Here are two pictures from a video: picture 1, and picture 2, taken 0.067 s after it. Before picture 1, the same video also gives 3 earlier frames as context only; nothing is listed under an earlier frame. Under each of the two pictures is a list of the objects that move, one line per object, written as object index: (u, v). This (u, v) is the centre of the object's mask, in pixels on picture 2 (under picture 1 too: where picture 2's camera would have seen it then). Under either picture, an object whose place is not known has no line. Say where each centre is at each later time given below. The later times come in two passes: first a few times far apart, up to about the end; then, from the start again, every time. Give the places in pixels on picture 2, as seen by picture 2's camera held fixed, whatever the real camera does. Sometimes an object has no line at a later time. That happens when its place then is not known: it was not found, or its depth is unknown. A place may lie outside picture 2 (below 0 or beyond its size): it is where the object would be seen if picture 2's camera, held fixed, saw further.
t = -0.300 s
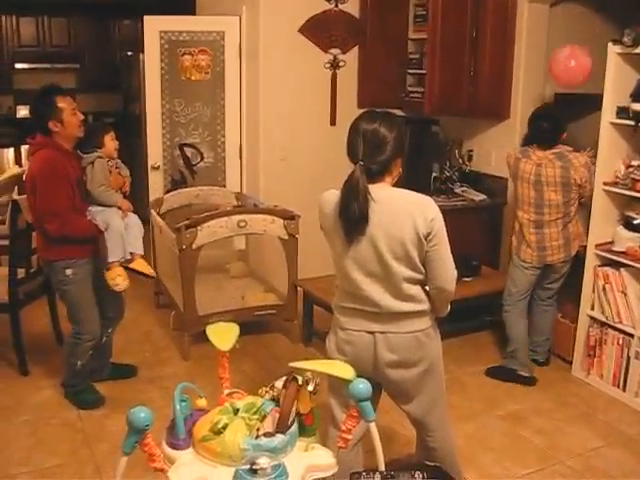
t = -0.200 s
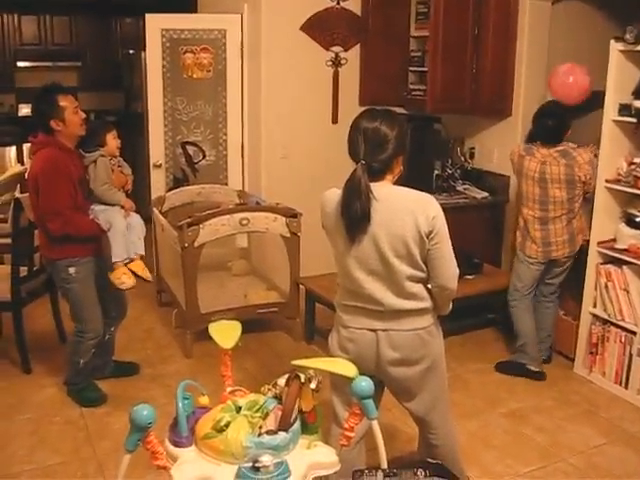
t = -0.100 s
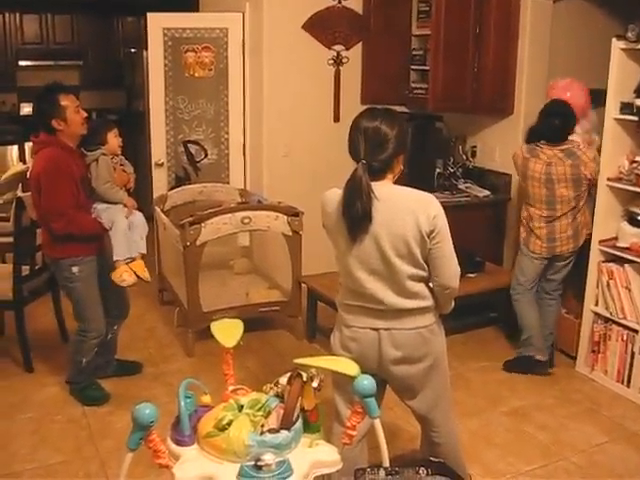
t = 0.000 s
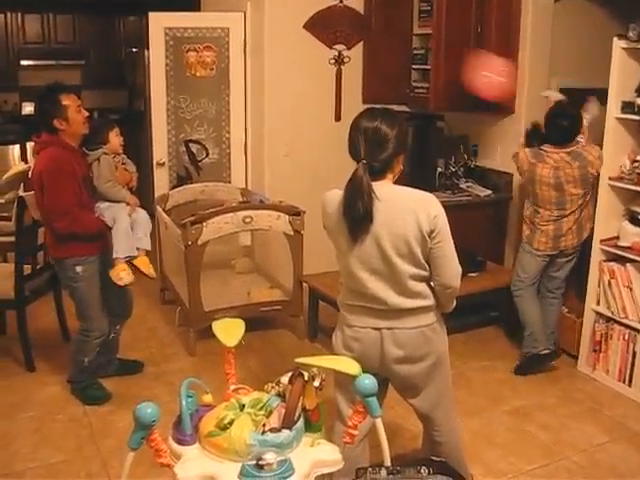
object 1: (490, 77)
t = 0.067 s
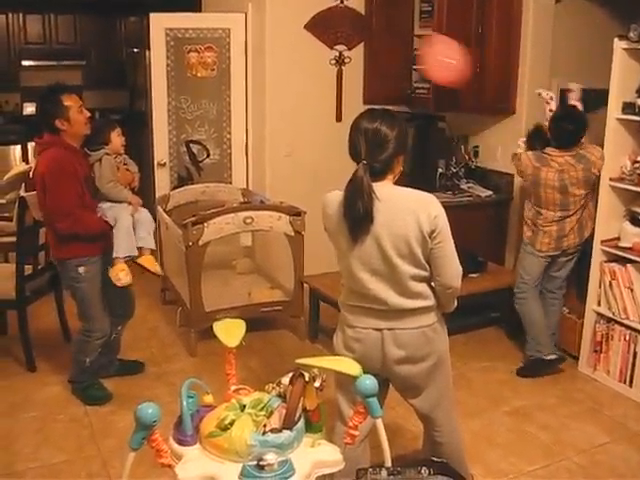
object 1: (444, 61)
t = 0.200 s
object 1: (387, 41)
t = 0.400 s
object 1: (354, 32)
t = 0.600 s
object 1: (330, 35)
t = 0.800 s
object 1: (311, 53)
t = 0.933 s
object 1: (302, 69)
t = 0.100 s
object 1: (424, 53)
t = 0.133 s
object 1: (407, 48)
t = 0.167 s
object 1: (396, 44)
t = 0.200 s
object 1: (387, 41)
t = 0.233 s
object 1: (380, 38)
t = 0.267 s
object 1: (374, 36)
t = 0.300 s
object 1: (368, 35)
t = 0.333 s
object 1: (363, 33)
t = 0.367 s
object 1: (358, 32)
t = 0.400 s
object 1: (354, 32)
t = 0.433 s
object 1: (349, 31)
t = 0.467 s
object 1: (345, 31)
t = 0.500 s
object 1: (341, 31)
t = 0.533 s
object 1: (337, 33)
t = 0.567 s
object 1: (334, 34)
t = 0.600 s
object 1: (330, 35)
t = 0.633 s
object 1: (326, 37)
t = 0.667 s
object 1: (323, 40)
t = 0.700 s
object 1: (320, 43)
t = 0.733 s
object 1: (316, 46)
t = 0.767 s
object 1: (314, 49)
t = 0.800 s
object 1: (311, 53)
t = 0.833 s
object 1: (308, 56)
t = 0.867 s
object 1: (306, 60)
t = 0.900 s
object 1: (304, 65)
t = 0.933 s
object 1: (302, 69)
